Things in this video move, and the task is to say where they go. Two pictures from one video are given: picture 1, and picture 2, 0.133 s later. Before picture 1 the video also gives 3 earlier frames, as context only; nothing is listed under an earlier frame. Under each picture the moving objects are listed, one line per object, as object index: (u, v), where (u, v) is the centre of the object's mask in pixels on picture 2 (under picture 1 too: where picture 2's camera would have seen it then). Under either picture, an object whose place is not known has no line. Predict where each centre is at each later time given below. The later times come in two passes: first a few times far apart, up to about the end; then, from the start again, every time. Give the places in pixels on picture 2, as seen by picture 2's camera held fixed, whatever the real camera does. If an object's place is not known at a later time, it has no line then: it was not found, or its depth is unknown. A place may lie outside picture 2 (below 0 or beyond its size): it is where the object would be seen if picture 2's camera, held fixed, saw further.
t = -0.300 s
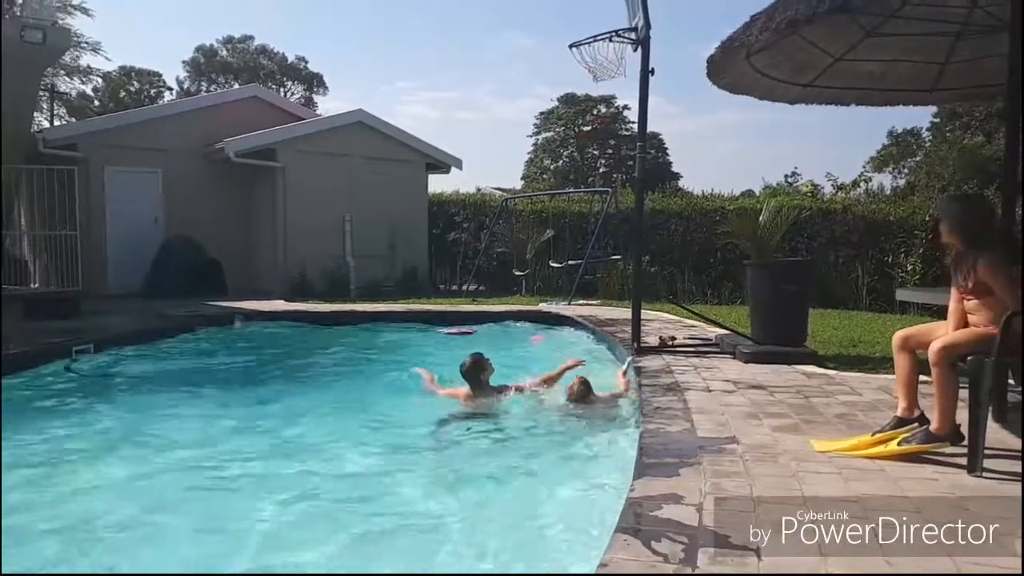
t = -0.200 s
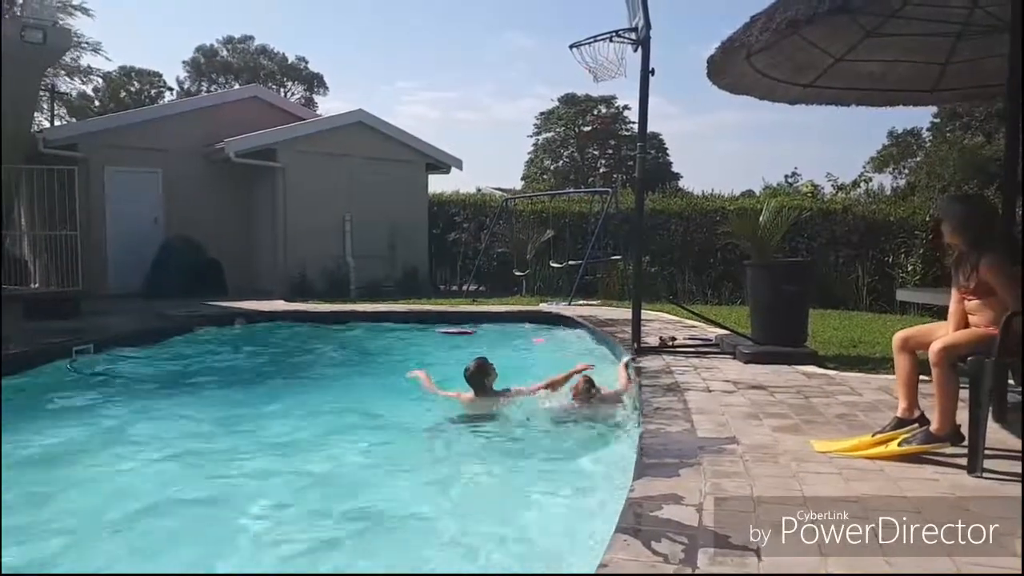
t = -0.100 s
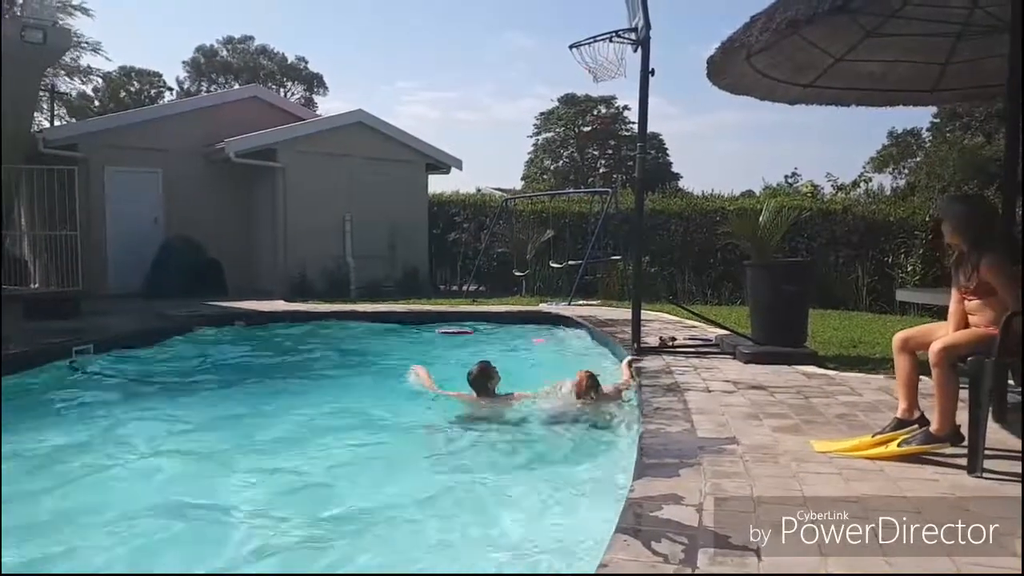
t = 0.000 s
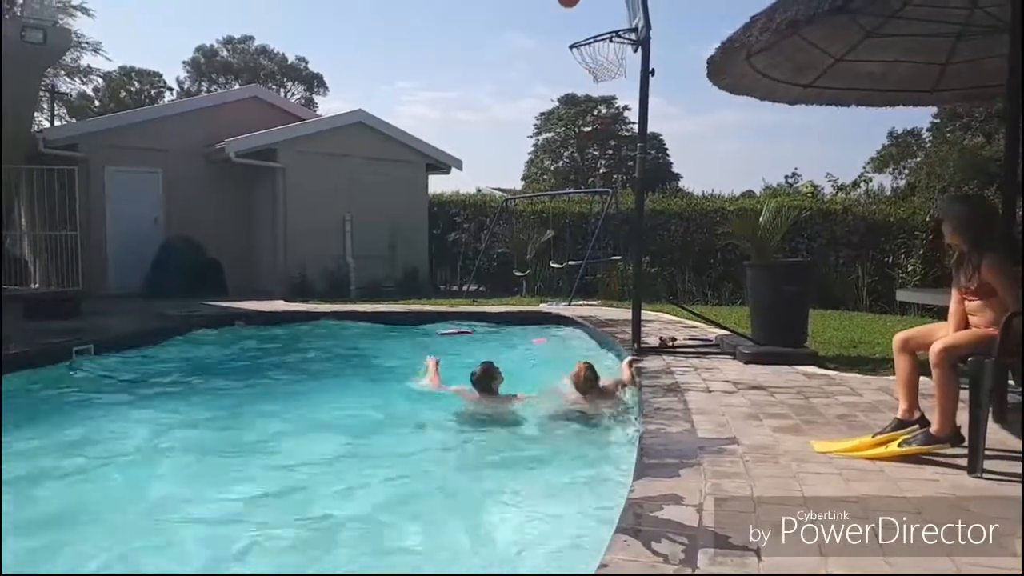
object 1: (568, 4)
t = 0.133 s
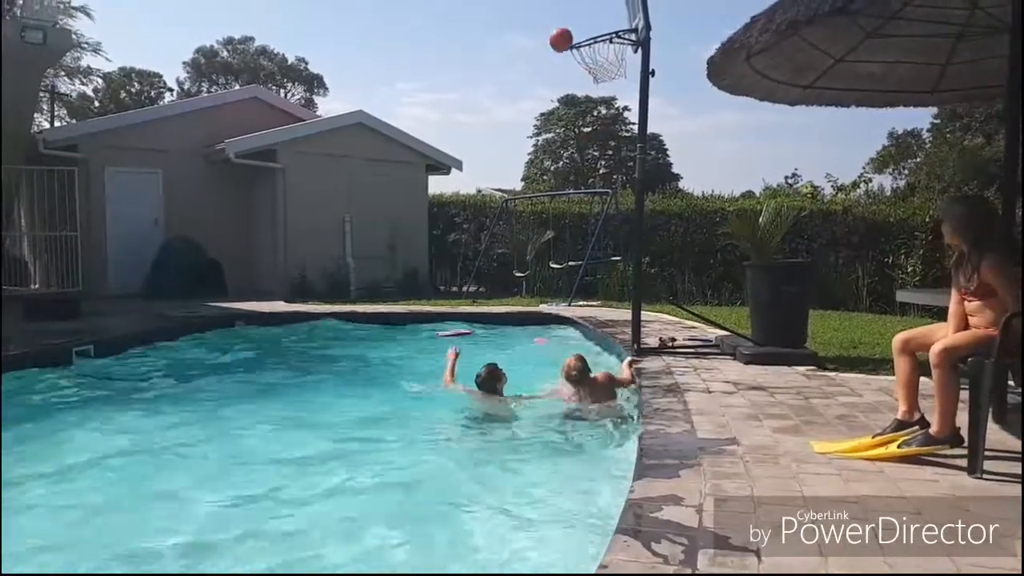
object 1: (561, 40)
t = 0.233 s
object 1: (533, 46)
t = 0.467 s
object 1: (468, 112)
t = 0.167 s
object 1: (552, 40)
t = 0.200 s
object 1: (542, 43)
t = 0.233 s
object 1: (533, 46)
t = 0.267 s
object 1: (524, 51)
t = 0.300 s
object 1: (514, 57)
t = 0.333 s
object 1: (505, 65)
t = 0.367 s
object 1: (495, 75)
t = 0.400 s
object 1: (486, 86)
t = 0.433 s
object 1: (477, 98)
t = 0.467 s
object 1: (468, 112)
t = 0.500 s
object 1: (458, 128)
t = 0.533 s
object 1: (449, 145)
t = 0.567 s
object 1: (438, 164)
